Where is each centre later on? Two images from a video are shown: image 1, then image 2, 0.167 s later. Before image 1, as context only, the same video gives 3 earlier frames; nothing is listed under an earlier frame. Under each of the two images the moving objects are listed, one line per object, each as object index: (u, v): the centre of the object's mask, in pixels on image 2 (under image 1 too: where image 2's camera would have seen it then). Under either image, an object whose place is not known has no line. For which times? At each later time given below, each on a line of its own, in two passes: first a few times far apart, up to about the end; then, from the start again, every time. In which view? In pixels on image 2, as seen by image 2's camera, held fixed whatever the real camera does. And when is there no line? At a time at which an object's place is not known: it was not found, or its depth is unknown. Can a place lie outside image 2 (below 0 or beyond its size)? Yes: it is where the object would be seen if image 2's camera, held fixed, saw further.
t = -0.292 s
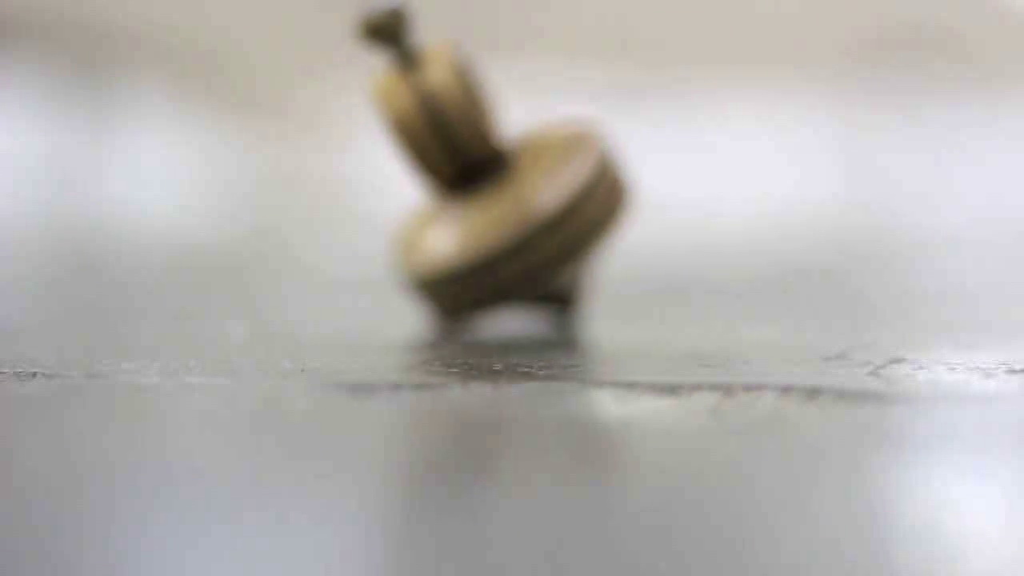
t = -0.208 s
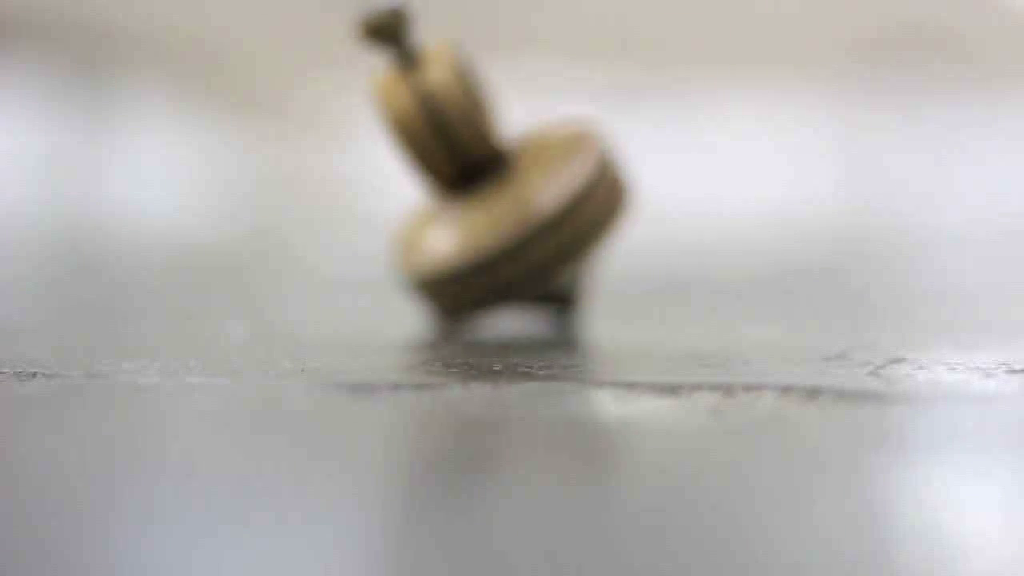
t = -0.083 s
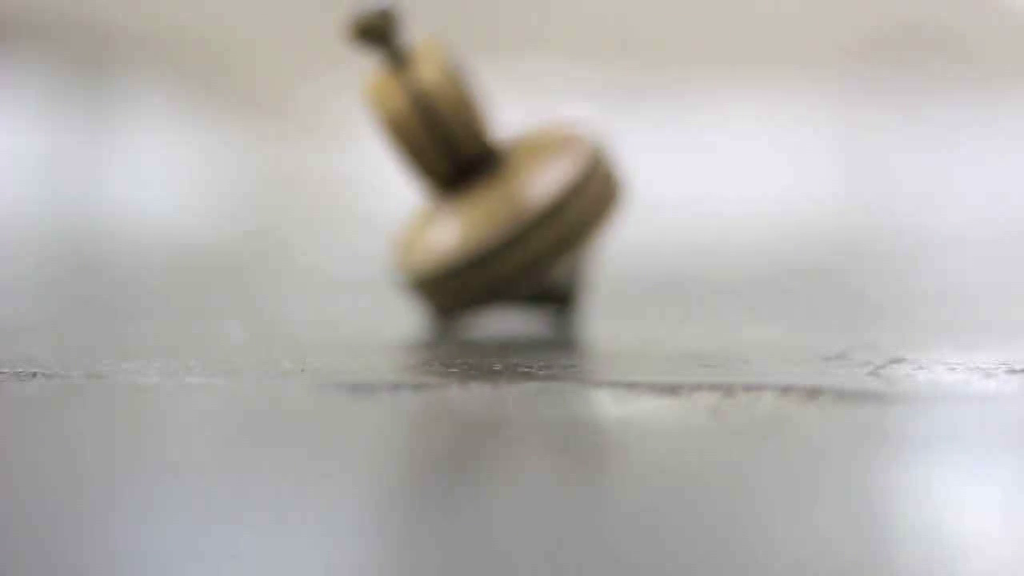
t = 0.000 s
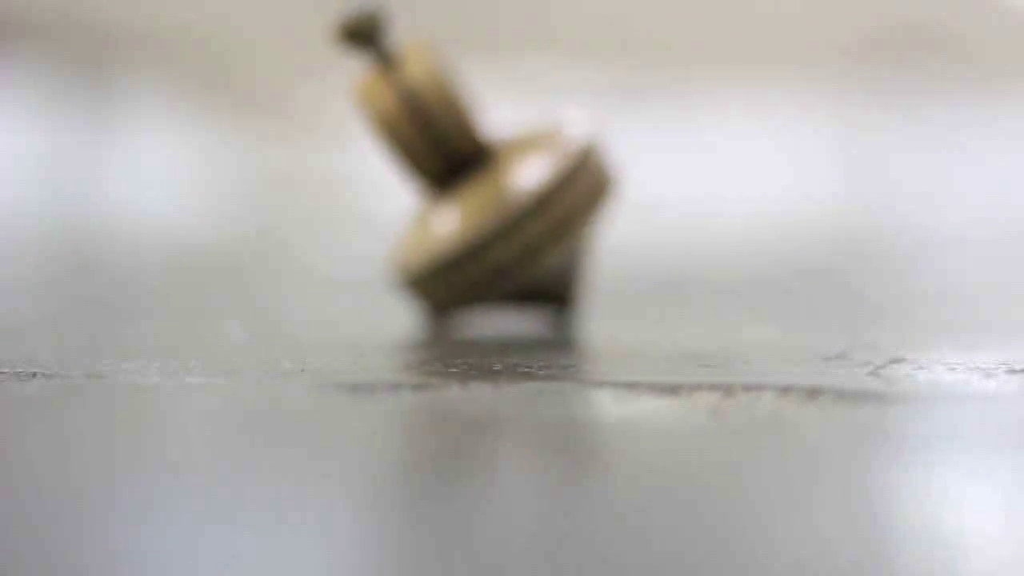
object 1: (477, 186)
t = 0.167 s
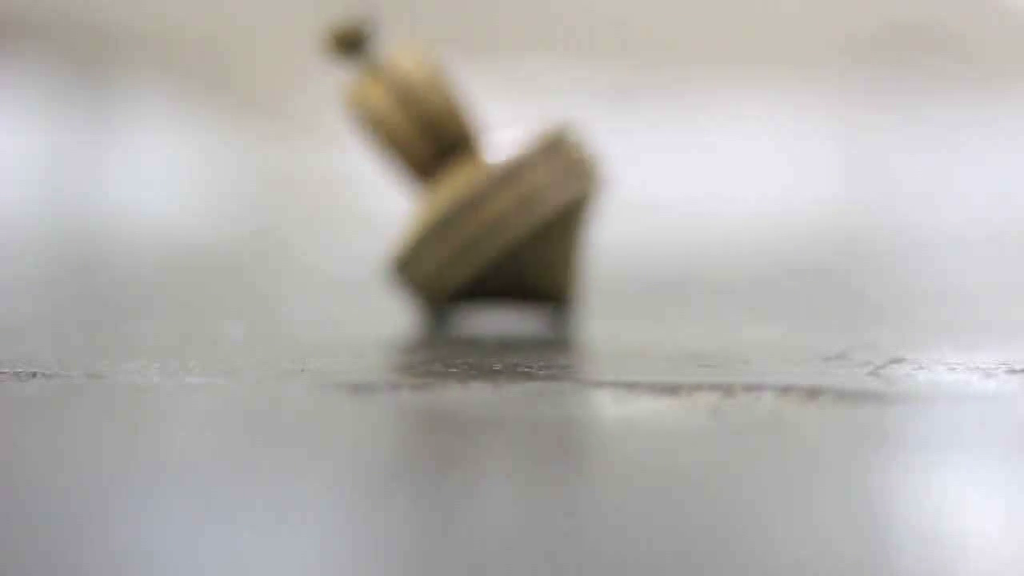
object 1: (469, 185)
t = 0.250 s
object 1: (482, 182)
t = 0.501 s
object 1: (615, 189)
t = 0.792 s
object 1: (686, 183)
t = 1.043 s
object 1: (689, 182)
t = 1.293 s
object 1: (686, 184)
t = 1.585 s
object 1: (689, 183)
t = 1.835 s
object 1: (658, 187)
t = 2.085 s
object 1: (565, 191)
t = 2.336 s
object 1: (473, 185)
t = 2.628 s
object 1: (469, 187)
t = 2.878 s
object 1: (512, 189)
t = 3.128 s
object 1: (617, 189)
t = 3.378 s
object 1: (655, 183)
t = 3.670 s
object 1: (623, 190)
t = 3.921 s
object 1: (532, 191)
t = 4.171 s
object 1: (473, 184)
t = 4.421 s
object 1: (476, 182)
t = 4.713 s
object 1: (562, 191)
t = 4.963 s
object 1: (623, 188)
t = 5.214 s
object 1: (615, 189)
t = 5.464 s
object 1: (545, 192)
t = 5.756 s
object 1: (477, 183)
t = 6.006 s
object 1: (489, 183)
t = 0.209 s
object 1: (473, 185)
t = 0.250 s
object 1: (482, 182)
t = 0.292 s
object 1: (499, 186)
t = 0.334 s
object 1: (521, 191)
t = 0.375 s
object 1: (546, 192)
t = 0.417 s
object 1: (571, 192)
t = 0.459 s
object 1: (594, 191)
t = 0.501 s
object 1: (615, 189)
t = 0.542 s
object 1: (632, 188)
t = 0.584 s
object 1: (647, 188)
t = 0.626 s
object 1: (657, 187)
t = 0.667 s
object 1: (668, 185)
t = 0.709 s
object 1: (676, 184)
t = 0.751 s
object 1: (682, 184)
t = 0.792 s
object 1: (686, 183)
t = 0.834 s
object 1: (689, 183)
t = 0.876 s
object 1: (690, 182)
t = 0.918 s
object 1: (691, 182)
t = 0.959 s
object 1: (691, 182)
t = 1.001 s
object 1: (690, 183)
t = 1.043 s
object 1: (689, 182)
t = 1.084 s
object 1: (688, 183)
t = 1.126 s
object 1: (687, 183)
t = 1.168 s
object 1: (686, 184)
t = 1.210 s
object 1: (686, 184)
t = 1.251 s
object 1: (686, 184)
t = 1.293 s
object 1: (686, 184)
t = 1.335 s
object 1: (687, 184)
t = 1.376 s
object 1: (688, 183)
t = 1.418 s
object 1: (689, 183)
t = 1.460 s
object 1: (690, 183)
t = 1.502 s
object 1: (690, 183)
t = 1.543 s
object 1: (690, 183)
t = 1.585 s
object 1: (689, 183)
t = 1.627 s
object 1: (687, 182)
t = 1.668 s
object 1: (684, 183)
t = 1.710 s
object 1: (680, 184)
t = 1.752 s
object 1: (674, 184)
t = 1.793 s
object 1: (667, 185)
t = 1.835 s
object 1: (658, 187)
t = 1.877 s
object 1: (649, 187)
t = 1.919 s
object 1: (636, 188)
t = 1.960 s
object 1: (622, 190)
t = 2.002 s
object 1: (605, 190)
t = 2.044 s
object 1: (586, 191)
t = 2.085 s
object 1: (565, 191)
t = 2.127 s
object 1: (544, 192)
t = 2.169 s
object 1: (523, 190)
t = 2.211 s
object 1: (504, 189)
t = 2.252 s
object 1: (490, 184)
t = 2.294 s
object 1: (479, 183)
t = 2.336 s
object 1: (473, 185)
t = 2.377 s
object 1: (472, 186)
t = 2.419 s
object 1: (470, 187)
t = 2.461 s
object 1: (469, 187)
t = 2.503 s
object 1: (469, 188)
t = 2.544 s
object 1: (469, 188)
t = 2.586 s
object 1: (469, 187)
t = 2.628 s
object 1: (469, 187)
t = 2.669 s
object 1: (470, 186)
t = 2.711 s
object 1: (471, 185)
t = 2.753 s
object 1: (476, 184)
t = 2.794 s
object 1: (483, 182)
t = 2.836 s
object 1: (495, 184)
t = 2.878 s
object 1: (512, 189)
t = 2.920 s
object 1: (532, 190)
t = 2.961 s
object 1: (550, 191)
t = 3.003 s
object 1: (570, 192)
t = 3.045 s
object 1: (588, 191)
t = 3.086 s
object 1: (603, 190)
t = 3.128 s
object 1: (617, 189)
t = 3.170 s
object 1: (628, 190)
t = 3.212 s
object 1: (637, 186)
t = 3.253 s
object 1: (644, 184)
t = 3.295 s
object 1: (648, 184)
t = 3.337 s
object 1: (652, 185)
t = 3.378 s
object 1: (655, 183)
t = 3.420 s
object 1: (655, 184)
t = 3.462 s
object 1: (653, 184)
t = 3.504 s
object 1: (650, 184)
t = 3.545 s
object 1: (646, 185)
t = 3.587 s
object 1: (641, 186)
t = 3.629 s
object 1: (633, 186)
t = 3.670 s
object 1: (623, 190)
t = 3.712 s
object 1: (612, 189)
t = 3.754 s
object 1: (599, 190)
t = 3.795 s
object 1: (583, 191)
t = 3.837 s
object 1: (566, 191)
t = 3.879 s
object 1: (548, 191)
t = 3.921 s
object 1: (532, 191)
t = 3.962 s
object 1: (514, 189)
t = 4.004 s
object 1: (500, 187)
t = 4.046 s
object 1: (488, 182)
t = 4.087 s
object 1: (480, 182)
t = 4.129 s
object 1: (475, 182)
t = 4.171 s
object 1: (473, 184)
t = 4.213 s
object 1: (472, 185)
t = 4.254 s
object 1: (470, 184)
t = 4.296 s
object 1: (471, 184)
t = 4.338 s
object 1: (471, 184)
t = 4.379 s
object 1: (473, 183)
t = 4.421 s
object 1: (476, 182)
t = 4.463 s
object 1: (480, 181)
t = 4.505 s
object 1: (488, 182)
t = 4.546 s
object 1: (499, 183)
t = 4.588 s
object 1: (514, 189)
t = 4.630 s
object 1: (531, 191)
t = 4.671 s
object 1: (546, 192)
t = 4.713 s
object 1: (562, 191)
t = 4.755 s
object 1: (577, 189)
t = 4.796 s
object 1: (591, 190)
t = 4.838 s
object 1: (602, 190)
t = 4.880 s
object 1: (612, 188)
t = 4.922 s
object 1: (619, 187)
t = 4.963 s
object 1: (623, 188)
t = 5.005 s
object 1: (627, 188)
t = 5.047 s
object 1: (628, 189)
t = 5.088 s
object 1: (628, 189)
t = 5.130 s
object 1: (624, 189)
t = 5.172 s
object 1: (620, 189)
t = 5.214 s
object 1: (615, 189)
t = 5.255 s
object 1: (607, 190)
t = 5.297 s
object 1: (597, 190)
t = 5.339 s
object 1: (586, 190)
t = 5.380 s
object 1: (572, 192)
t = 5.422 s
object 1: (558, 191)
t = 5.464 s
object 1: (545, 192)
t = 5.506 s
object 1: (530, 191)
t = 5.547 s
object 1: (515, 189)
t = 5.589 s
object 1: (502, 188)
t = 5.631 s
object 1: (491, 182)
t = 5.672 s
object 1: (485, 182)
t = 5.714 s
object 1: (480, 182)
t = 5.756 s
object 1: (477, 183)
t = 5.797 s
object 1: (476, 184)
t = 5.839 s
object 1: (476, 184)
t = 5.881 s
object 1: (477, 184)
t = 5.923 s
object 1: (479, 184)
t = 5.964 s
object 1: (482, 183)
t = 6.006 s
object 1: (489, 183)
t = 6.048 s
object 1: (497, 185)
